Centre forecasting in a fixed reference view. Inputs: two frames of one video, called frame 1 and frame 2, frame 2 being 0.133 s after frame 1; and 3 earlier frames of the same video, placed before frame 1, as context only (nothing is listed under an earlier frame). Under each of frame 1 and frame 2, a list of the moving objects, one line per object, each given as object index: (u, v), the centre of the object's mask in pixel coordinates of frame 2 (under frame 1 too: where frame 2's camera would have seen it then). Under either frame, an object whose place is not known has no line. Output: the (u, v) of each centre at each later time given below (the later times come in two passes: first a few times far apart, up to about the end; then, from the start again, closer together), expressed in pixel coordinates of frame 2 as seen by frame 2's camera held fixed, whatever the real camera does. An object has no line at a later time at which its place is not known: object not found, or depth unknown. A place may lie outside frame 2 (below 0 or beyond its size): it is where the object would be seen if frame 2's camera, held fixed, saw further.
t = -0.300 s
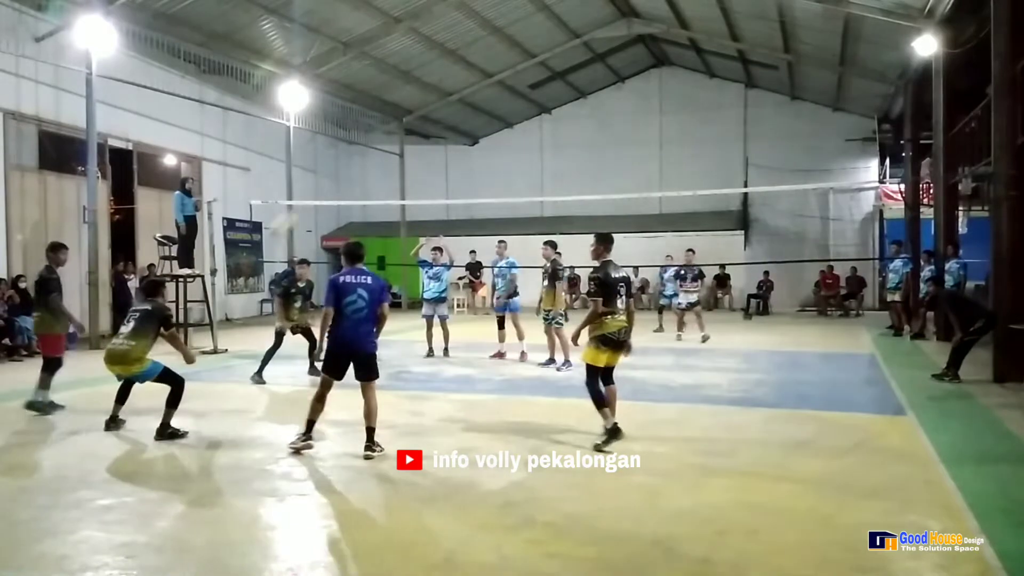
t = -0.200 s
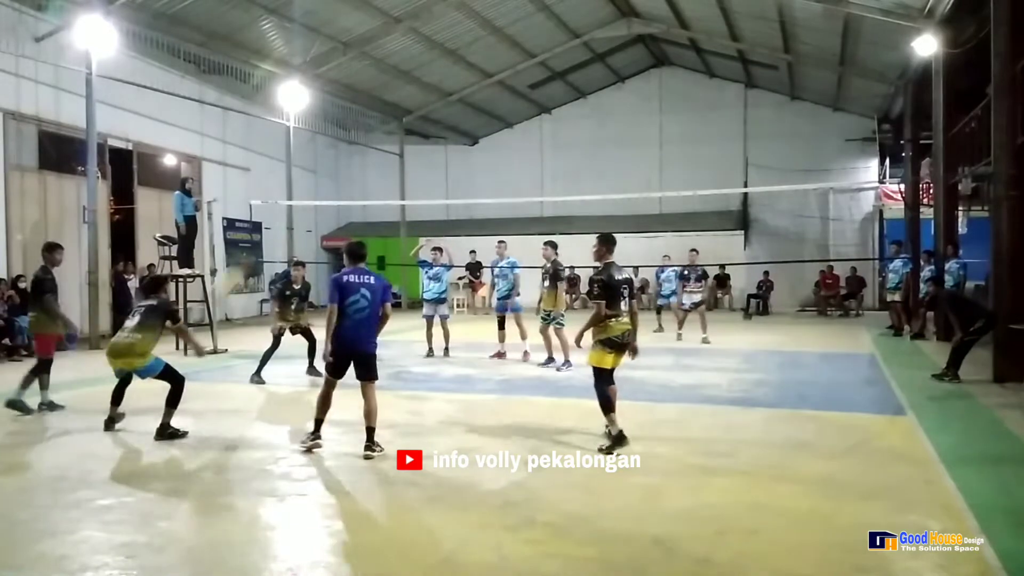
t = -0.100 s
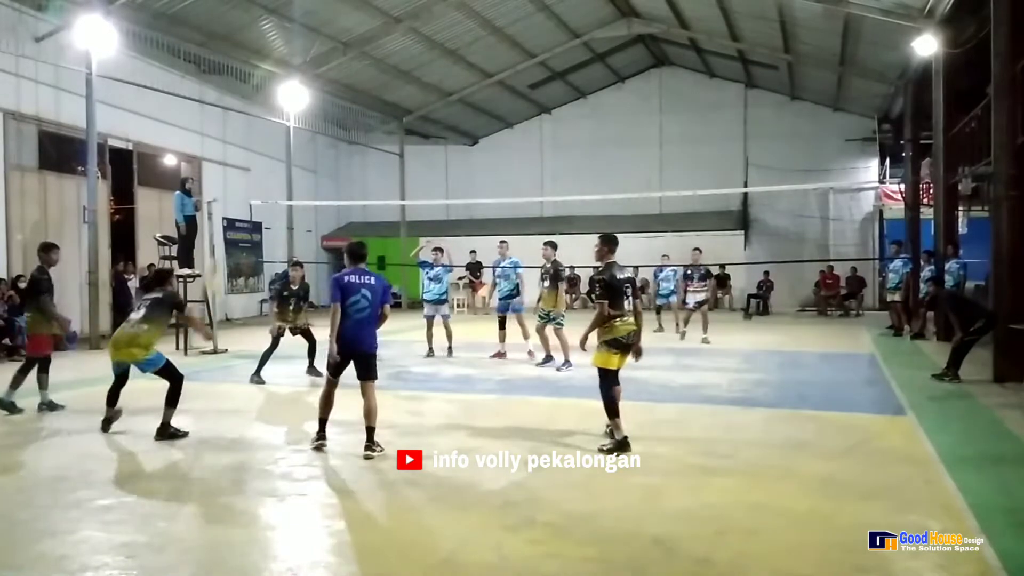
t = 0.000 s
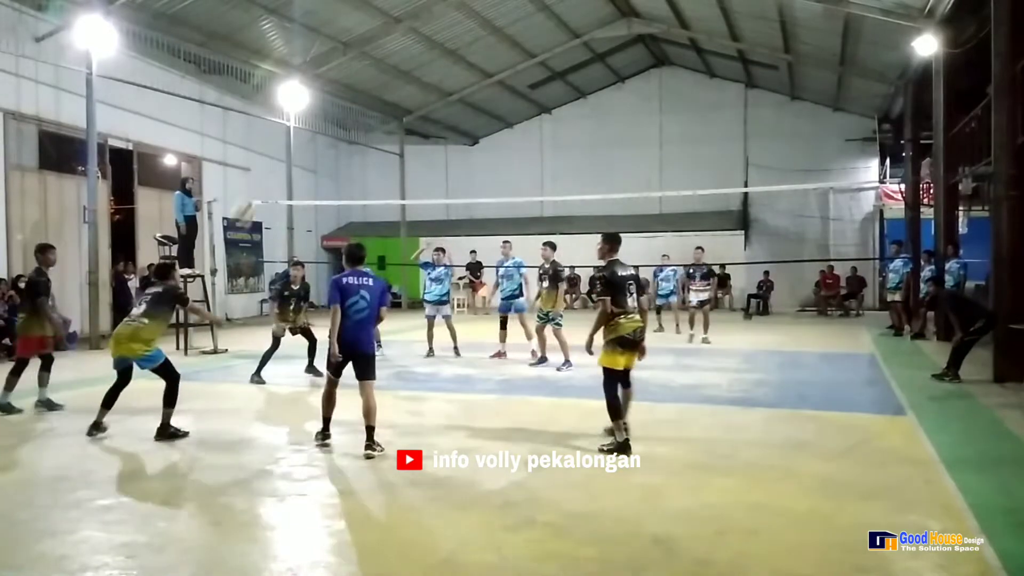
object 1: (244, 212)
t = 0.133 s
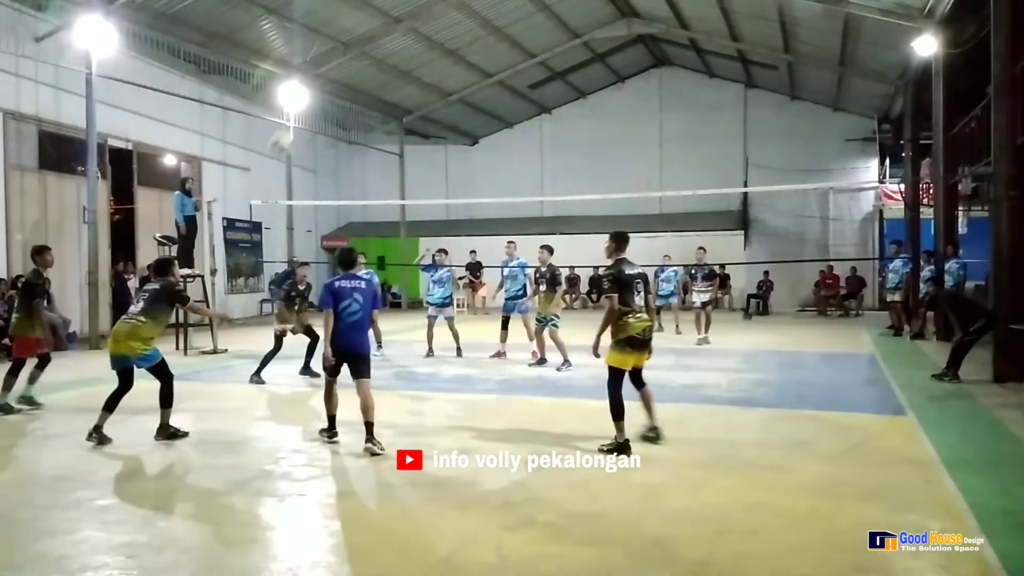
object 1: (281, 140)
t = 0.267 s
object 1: (319, 95)
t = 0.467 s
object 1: (365, 60)
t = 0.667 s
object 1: (407, 62)
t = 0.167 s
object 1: (290, 128)
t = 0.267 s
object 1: (319, 95)
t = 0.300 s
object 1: (326, 87)
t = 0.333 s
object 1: (334, 80)
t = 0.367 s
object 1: (342, 73)
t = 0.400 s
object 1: (349, 67)
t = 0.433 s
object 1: (358, 62)
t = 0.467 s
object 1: (365, 60)
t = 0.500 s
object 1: (372, 59)
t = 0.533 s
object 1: (380, 57)
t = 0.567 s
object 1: (387, 57)
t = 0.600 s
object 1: (394, 58)
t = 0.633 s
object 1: (401, 60)
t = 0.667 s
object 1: (407, 62)
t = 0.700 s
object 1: (415, 66)
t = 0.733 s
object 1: (421, 70)
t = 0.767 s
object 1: (428, 75)
